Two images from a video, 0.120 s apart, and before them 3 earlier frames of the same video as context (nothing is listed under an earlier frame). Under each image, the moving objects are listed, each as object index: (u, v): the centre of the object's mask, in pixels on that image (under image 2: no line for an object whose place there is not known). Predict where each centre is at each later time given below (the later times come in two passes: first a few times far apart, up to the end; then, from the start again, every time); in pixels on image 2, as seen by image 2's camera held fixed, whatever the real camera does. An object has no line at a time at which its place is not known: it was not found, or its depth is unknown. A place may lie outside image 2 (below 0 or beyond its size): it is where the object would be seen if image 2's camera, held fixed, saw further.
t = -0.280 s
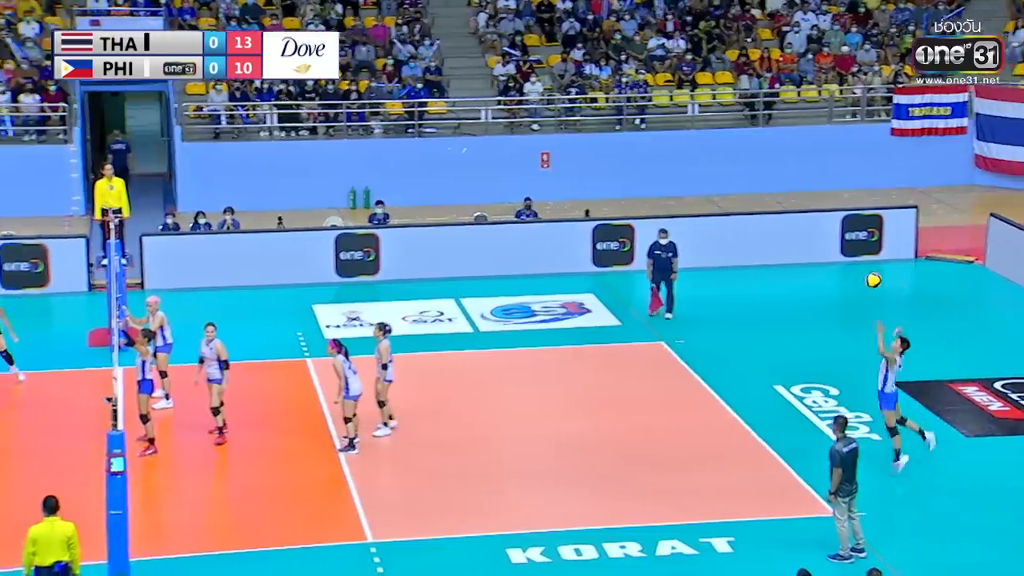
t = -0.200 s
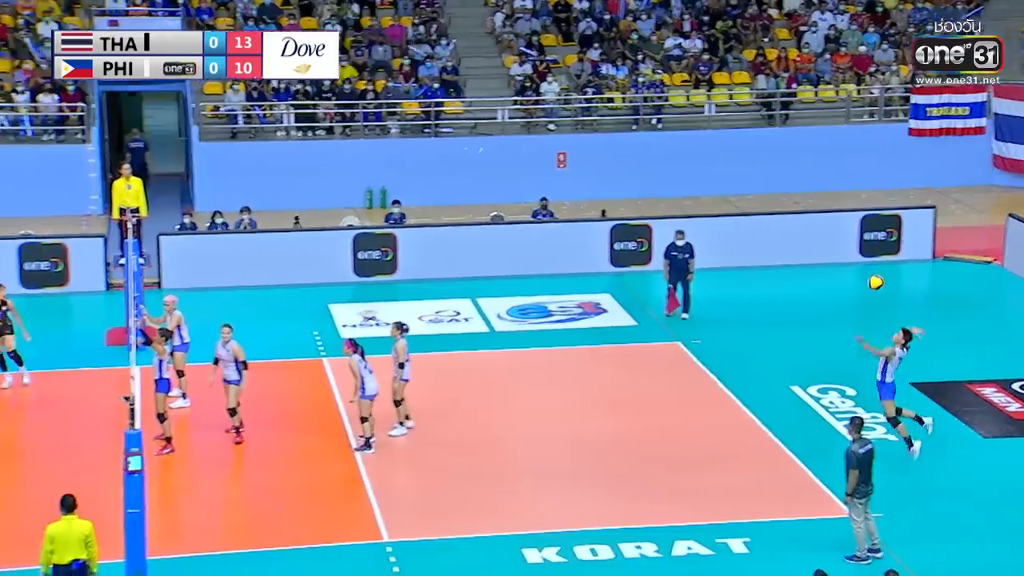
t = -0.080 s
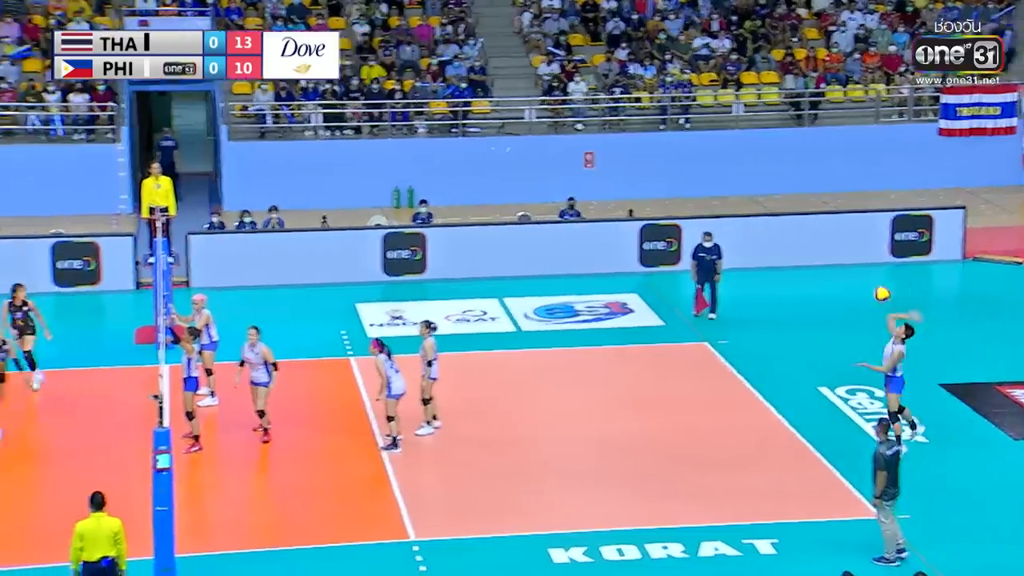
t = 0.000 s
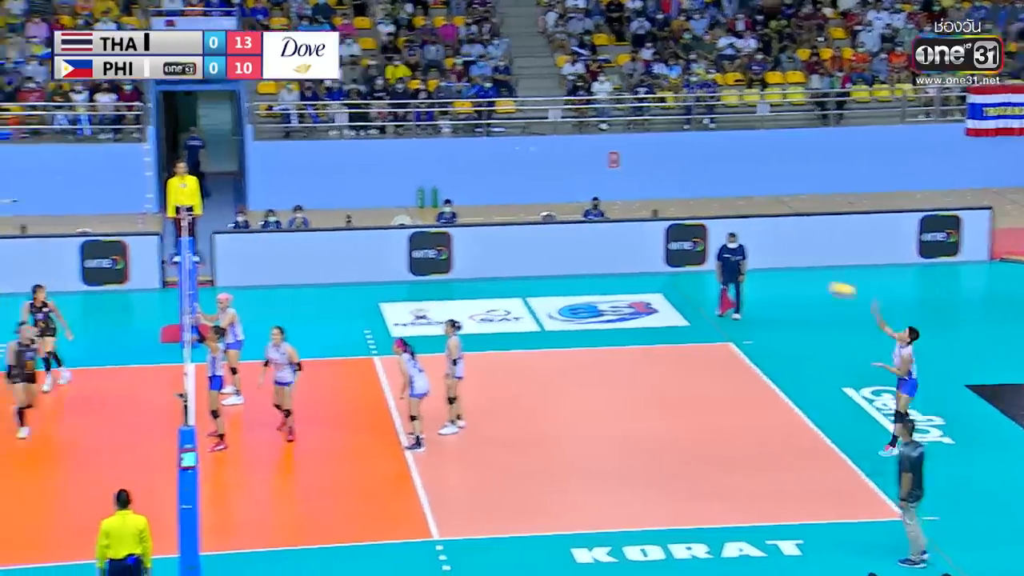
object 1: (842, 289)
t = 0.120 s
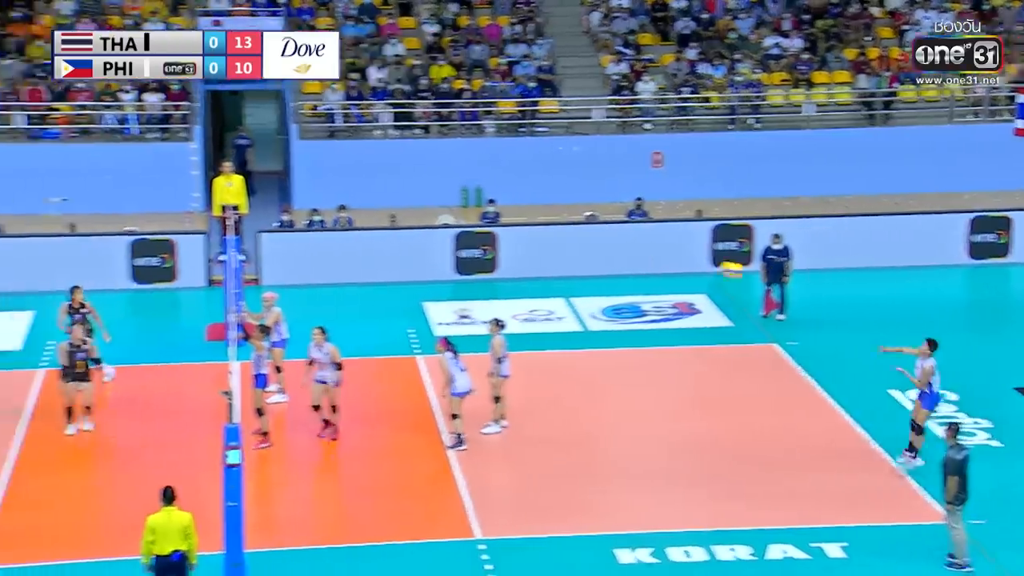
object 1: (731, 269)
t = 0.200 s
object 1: (632, 259)
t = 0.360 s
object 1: (444, 254)
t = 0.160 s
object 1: (682, 264)
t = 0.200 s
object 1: (632, 259)
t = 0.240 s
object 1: (585, 256)
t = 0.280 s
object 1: (537, 254)
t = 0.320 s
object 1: (490, 254)
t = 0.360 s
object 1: (444, 254)
